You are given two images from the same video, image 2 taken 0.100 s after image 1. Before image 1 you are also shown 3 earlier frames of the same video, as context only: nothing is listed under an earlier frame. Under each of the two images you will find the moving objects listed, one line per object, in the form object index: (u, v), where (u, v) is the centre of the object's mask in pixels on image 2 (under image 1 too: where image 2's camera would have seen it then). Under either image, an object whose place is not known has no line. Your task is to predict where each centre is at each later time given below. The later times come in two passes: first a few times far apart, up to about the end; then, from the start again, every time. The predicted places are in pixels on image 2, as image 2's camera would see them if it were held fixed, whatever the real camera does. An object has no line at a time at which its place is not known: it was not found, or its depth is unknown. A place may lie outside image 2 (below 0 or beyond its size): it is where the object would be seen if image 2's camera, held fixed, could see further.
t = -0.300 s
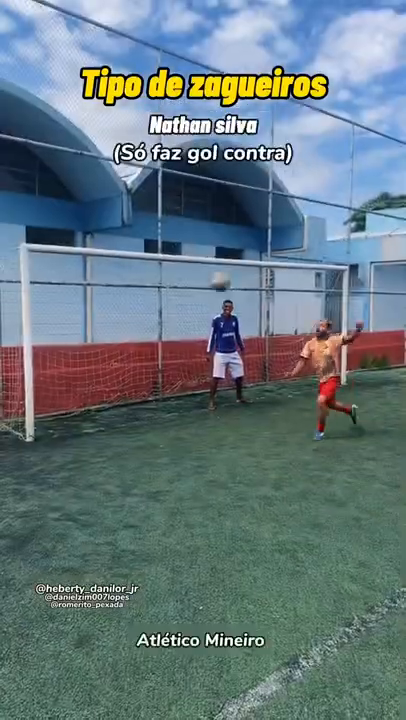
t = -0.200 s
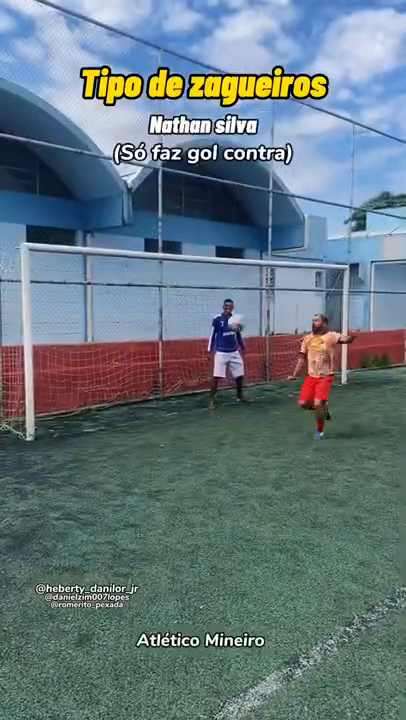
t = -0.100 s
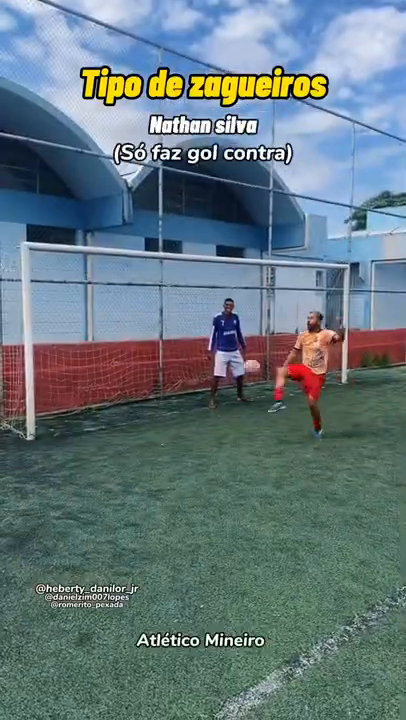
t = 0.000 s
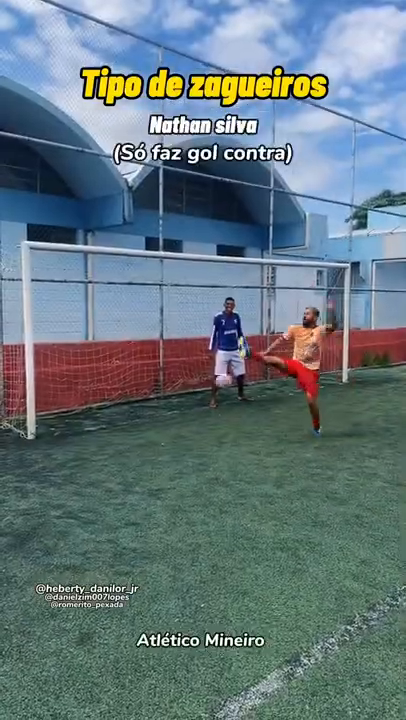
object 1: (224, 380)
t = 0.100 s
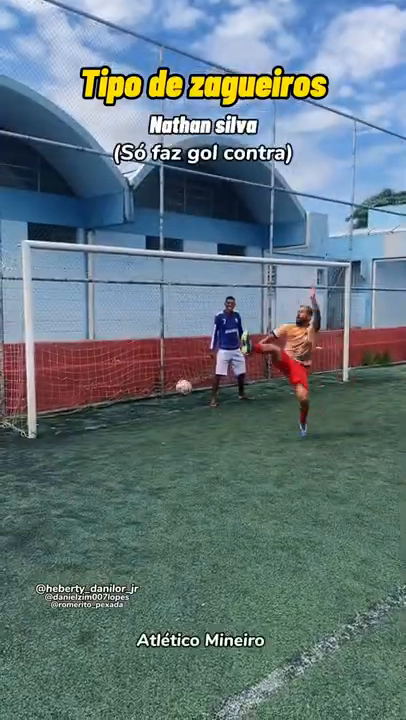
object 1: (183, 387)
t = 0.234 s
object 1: (137, 406)
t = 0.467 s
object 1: (62, 375)
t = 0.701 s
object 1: (69, 348)
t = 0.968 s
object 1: (79, 361)
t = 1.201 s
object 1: (89, 423)
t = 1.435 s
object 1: (84, 421)
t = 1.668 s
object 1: (70, 406)
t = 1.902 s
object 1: (55, 447)
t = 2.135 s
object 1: (43, 456)
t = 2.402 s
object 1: (31, 468)
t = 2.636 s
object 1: (18, 494)
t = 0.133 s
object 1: (171, 390)
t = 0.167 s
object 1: (159, 394)
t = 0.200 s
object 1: (148, 399)
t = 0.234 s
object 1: (137, 406)
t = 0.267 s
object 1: (127, 411)
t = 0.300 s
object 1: (116, 407)
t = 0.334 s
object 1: (105, 399)
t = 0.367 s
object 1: (94, 392)
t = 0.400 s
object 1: (83, 386)
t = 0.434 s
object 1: (72, 380)
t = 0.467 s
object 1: (62, 375)
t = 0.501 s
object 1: (62, 369)
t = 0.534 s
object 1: (63, 365)
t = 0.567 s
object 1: (64, 360)
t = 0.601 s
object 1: (65, 356)
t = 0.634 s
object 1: (67, 353)
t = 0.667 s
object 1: (68, 350)
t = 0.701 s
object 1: (69, 348)
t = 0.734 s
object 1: (70, 347)
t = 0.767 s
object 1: (72, 346)
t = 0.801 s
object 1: (72, 347)
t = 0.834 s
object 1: (73, 347)
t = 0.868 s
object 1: (75, 348)
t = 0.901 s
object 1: (76, 351)
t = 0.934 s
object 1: (78, 356)
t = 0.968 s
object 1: (79, 361)
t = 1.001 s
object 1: (80, 366)
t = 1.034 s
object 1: (81, 373)
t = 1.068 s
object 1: (83, 380)
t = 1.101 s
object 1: (85, 388)
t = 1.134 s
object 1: (87, 398)
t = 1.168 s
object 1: (89, 410)
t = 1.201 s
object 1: (89, 423)
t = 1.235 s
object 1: (91, 438)
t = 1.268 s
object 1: (94, 456)
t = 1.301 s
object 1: (93, 455)
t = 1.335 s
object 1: (90, 444)
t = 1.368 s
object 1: (88, 436)
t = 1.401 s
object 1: (87, 428)
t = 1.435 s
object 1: (84, 421)
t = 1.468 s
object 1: (82, 416)
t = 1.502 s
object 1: (81, 411)
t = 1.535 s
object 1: (78, 409)
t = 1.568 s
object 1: (76, 405)
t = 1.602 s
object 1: (74, 405)
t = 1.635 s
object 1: (72, 406)
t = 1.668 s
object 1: (70, 406)
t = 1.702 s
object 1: (68, 408)
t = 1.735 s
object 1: (65, 412)
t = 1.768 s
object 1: (63, 416)
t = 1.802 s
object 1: (61, 421)
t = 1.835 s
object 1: (60, 429)
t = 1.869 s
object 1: (57, 438)
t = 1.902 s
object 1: (55, 447)
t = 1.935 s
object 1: (53, 457)
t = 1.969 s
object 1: (49, 469)
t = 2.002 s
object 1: (48, 481)
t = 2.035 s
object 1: (48, 475)
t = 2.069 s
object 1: (45, 466)
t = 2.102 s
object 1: (44, 460)
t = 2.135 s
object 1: (43, 456)
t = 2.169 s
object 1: (41, 453)
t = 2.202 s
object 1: (40, 451)
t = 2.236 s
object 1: (38, 451)
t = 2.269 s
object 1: (37, 451)
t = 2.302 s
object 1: (35, 454)
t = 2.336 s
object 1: (34, 458)
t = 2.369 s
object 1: (32, 462)
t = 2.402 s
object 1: (31, 468)
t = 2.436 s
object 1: (29, 476)
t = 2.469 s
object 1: (28, 486)
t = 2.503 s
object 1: (26, 496)
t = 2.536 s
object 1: (24, 508)
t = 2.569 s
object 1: (22, 504)
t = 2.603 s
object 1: (19, 498)
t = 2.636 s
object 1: (18, 494)
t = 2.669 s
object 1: (16, 493)
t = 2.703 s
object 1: (13, 492)
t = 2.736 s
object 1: (11, 492)
